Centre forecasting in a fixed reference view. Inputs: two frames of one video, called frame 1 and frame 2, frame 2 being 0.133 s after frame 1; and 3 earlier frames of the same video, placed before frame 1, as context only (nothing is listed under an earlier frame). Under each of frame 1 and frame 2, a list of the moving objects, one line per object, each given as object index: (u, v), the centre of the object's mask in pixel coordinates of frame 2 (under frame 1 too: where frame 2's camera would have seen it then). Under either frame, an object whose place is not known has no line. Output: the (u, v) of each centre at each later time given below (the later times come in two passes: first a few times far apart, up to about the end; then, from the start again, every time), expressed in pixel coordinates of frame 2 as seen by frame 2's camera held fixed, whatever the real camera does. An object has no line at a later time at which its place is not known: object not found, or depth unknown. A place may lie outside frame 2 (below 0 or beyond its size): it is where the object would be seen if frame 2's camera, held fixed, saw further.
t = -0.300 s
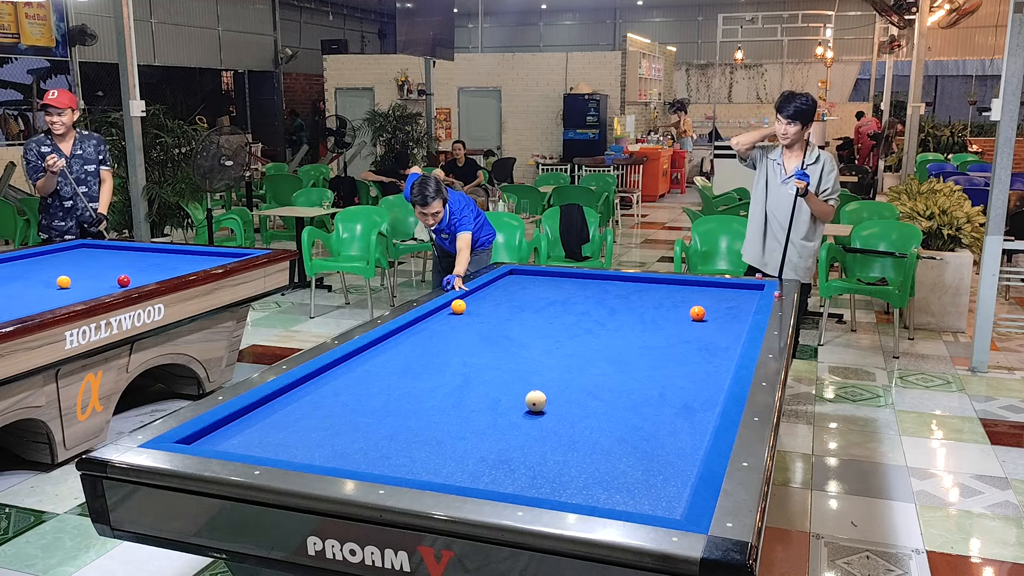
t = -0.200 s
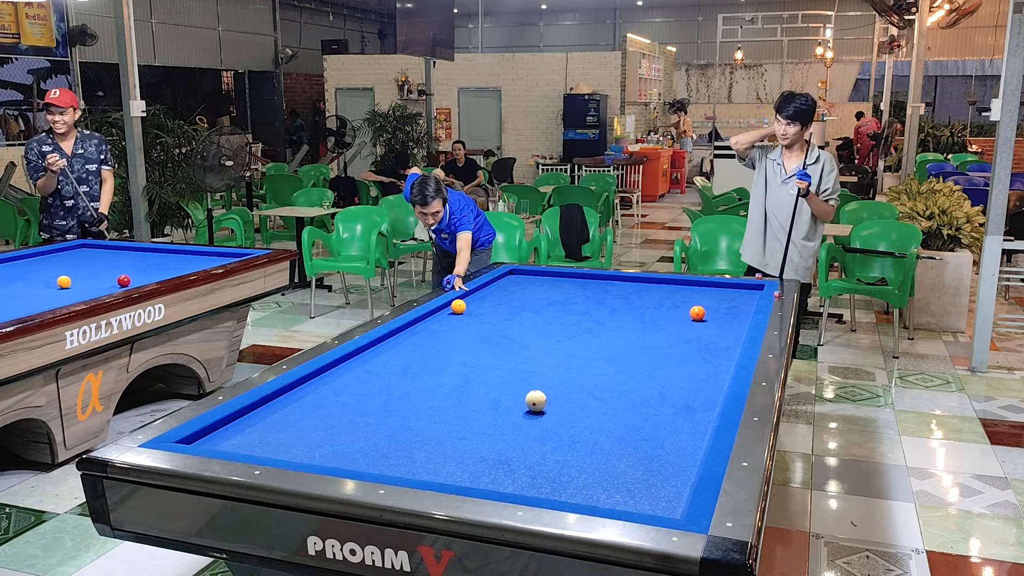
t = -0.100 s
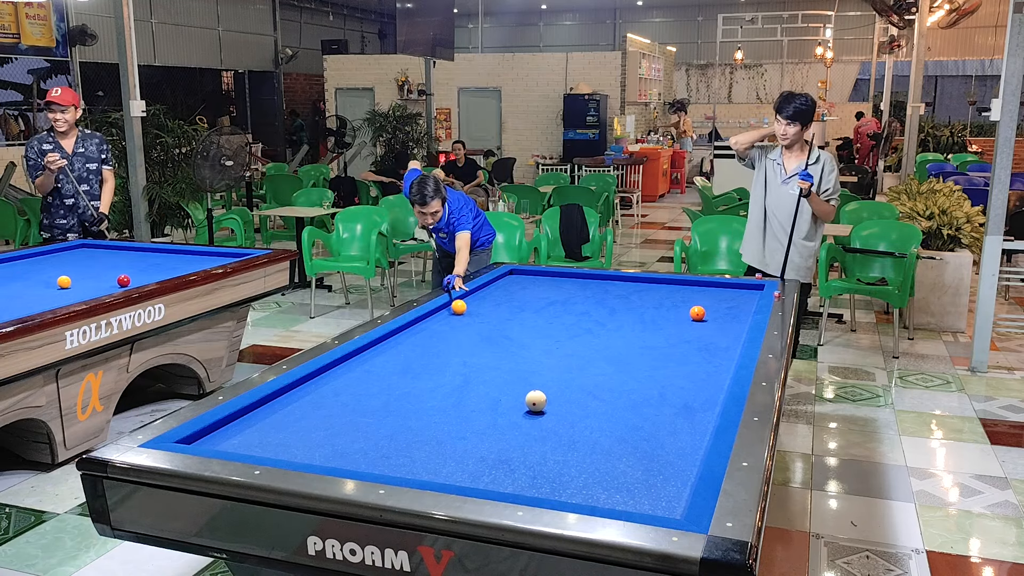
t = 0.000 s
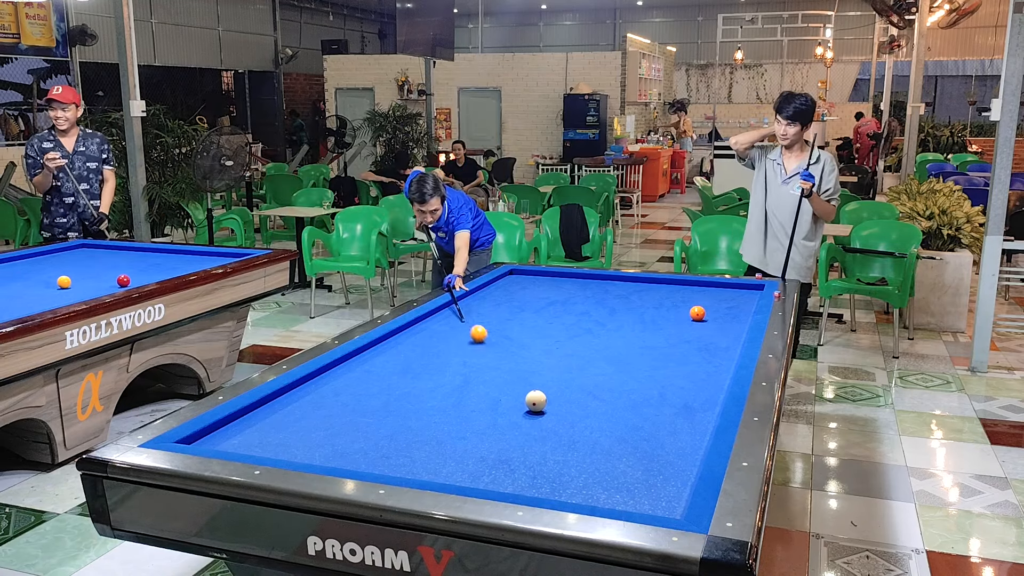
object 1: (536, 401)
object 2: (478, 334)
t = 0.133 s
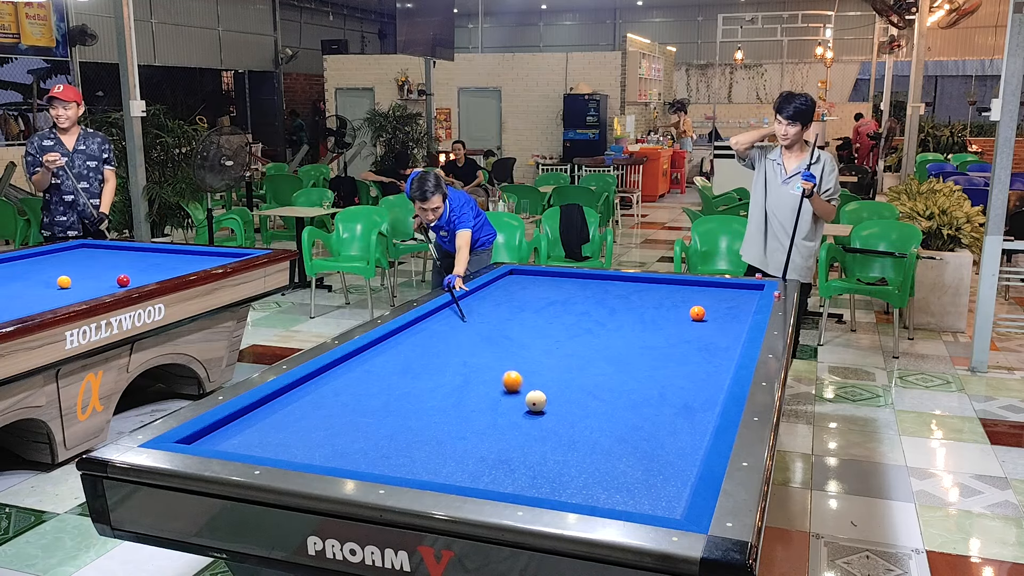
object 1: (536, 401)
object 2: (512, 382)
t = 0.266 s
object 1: (629, 433)
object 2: (468, 412)
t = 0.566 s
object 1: (501, 456)
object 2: (325, 452)
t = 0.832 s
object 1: (325, 454)
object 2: (293, 405)
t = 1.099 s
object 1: (203, 436)
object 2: (346, 380)
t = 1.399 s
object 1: (311, 426)
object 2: (432, 360)
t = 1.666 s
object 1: (391, 417)
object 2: (497, 345)
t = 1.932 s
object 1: (465, 409)
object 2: (554, 331)
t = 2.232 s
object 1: (541, 400)
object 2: (609, 318)
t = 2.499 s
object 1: (605, 393)
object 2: (654, 308)
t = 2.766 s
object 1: (664, 387)
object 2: (693, 298)
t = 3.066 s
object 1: (722, 380)
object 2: (734, 289)
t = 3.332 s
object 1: (699, 371)
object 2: (753, 289)
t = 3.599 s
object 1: (680, 363)
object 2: (732, 293)
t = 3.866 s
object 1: (663, 357)
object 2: (711, 297)
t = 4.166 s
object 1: (646, 349)
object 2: (686, 302)
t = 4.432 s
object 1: (632, 343)
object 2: (664, 306)
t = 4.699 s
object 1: (619, 338)
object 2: (641, 311)
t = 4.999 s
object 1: (606, 333)
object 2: (615, 316)
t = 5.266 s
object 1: (596, 328)
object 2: (591, 318)
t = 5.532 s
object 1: (586, 323)
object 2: (568, 325)
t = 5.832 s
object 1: (577, 320)
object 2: (541, 330)
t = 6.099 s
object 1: (569, 316)
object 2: (517, 334)
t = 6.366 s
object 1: (562, 313)
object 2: (492, 339)
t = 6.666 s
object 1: (555, 310)
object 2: (464, 345)
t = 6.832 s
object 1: (551, 308)
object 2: (448, 348)
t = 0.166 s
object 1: (537, 401)
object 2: (520, 395)
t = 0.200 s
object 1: (566, 411)
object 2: (504, 400)
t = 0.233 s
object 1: (597, 421)
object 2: (486, 406)
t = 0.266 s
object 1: (629, 433)
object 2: (468, 412)
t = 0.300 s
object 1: (663, 445)
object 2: (450, 418)
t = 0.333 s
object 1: (694, 457)
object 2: (432, 425)
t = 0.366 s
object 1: (665, 457)
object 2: (415, 432)
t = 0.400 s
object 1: (635, 457)
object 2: (397, 439)
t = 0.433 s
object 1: (606, 456)
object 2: (379, 446)
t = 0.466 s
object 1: (578, 456)
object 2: (360, 453)
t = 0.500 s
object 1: (551, 456)
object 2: (341, 458)
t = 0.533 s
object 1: (526, 456)
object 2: (329, 458)
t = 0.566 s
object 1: (501, 456)
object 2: (325, 452)
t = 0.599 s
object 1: (477, 456)
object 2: (322, 445)
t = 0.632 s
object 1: (455, 456)
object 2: (318, 437)
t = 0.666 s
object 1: (432, 456)
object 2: (315, 431)
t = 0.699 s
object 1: (411, 456)
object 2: (311, 425)
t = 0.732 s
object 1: (389, 456)
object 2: (307, 419)
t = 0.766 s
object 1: (368, 456)
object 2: (302, 414)
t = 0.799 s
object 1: (347, 456)
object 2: (298, 409)
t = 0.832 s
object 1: (325, 454)
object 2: (293, 405)
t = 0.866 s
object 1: (304, 453)
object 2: (288, 400)
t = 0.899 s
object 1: (282, 452)
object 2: (284, 396)
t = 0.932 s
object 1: (267, 450)
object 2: (286, 393)
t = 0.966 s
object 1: (254, 447)
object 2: (300, 390)
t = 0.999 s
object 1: (241, 444)
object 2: (313, 388)
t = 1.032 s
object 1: (229, 441)
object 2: (325, 385)
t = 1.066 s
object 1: (216, 438)
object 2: (336, 383)
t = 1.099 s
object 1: (203, 436)
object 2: (346, 380)
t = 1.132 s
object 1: (213, 435)
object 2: (357, 378)
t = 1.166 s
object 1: (228, 434)
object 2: (367, 375)
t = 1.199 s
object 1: (243, 433)
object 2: (377, 373)
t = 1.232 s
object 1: (256, 432)
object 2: (387, 371)
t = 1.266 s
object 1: (268, 431)
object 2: (396, 368)
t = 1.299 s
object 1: (280, 430)
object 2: (405, 366)
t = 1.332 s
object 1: (290, 429)
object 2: (414, 364)
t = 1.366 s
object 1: (301, 428)
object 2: (423, 362)
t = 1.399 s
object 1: (311, 426)
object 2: (432, 360)
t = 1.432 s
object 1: (322, 425)
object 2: (441, 358)
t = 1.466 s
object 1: (332, 424)
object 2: (449, 356)
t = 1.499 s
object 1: (342, 423)
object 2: (458, 354)
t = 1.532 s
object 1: (352, 422)
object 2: (466, 352)
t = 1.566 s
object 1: (362, 421)
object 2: (474, 350)
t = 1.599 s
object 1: (372, 420)
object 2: (482, 348)
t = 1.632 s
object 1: (382, 419)
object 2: (489, 346)
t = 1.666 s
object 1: (391, 417)
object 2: (497, 345)
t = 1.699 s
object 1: (401, 416)
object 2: (504, 343)
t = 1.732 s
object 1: (410, 415)
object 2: (512, 341)
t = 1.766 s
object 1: (419, 414)
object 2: (519, 339)
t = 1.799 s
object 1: (429, 413)
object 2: (526, 338)
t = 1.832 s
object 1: (438, 412)
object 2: (533, 336)
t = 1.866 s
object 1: (447, 411)
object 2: (540, 335)
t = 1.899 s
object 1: (456, 410)
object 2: (547, 333)
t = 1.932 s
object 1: (465, 409)
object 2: (554, 331)
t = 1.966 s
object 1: (473, 408)
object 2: (560, 330)
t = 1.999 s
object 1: (482, 407)
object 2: (567, 328)
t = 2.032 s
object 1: (491, 406)
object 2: (573, 327)
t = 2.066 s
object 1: (500, 405)
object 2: (579, 325)
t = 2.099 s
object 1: (508, 404)
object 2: (586, 324)
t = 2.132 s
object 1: (517, 403)
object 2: (592, 322)
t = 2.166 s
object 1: (525, 402)
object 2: (598, 321)
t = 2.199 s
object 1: (533, 401)
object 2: (604, 320)
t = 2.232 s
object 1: (541, 400)
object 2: (609, 318)
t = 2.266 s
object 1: (550, 399)
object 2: (615, 317)
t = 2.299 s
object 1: (558, 398)
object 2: (621, 315)
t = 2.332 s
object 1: (566, 397)
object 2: (627, 314)
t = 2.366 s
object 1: (573, 397)
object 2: (632, 313)
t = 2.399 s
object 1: (581, 396)
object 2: (638, 311)
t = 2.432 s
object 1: (589, 395)
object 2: (643, 310)
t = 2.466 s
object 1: (597, 394)
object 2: (649, 309)
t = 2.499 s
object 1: (605, 393)
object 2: (654, 308)
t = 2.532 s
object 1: (612, 392)
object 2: (659, 307)
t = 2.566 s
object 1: (620, 392)
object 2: (664, 305)
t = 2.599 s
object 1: (627, 391)
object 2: (669, 304)
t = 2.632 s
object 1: (635, 390)
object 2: (674, 303)
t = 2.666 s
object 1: (642, 389)
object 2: (679, 302)
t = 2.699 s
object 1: (649, 388)
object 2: (684, 300)
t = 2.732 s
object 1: (657, 387)
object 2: (689, 299)
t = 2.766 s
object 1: (664, 387)
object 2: (693, 298)
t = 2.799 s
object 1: (671, 386)
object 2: (698, 298)
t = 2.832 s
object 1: (678, 385)
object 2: (703, 296)
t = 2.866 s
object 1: (685, 384)
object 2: (708, 295)
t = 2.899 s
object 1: (693, 383)
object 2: (712, 294)
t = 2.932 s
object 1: (699, 383)
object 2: (716, 293)
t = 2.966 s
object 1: (706, 382)
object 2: (721, 292)
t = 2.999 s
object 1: (713, 381)
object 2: (725, 291)
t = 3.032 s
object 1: (720, 381)
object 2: (729, 290)
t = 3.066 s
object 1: (722, 380)
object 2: (734, 289)
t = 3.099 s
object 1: (718, 379)
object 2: (738, 288)
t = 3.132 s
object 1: (714, 378)
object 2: (742, 287)
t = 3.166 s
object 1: (712, 377)
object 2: (746, 286)
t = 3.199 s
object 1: (709, 376)
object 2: (750, 285)
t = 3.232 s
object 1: (706, 374)
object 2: (754, 286)
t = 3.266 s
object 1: (704, 373)
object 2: (757, 287)
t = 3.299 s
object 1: (701, 373)
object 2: (756, 288)
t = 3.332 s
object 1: (699, 371)
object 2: (753, 289)
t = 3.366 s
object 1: (696, 370)
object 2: (750, 289)
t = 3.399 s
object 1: (694, 369)
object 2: (748, 290)
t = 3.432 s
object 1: (692, 368)
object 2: (745, 290)
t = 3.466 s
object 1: (689, 367)
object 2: (743, 291)
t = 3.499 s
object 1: (687, 366)
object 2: (740, 291)
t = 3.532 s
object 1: (685, 365)
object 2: (737, 292)
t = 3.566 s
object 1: (683, 365)
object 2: (735, 292)
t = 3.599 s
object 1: (680, 363)
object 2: (732, 293)
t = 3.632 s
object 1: (678, 363)
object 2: (729, 294)
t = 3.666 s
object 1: (676, 362)
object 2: (727, 294)
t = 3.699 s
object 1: (674, 361)
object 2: (724, 295)
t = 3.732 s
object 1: (671, 360)
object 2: (721, 295)
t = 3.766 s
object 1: (669, 359)
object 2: (719, 296)
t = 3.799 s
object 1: (667, 358)
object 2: (716, 296)
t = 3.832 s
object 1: (665, 358)
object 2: (713, 297)
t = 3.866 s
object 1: (663, 357)
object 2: (711, 297)
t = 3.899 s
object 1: (661, 356)
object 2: (708, 298)
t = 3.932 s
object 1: (659, 355)
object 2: (705, 298)
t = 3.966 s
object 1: (657, 354)
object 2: (702, 299)
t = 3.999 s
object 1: (655, 353)
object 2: (700, 299)
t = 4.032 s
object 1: (653, 352)
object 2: (697, 299)
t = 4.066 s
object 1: (651, 352)
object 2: (694, 300)
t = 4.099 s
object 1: (650, 351)
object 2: (691, 300)
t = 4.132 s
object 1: (648, 350)
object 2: (688, 301)
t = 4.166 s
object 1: (646, 349)
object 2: (686, 302)
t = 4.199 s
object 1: (644, 349)
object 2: (683, 302)
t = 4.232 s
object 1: (642, 348)
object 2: (680, 303)
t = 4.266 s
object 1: (641, 347)
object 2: (678, 304)
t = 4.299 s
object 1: (639, 347)
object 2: (675, 304)
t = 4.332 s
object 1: (637, 346)
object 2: (672, 305)
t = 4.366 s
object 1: (635, 345)
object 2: (669, 305)
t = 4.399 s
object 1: (634, 344)
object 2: (666, 306)
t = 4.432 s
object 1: (632, 343)
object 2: (664, 306)
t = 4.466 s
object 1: (631, 343)
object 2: (661, 307)
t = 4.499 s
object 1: (629, 342)
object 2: (658, 308)
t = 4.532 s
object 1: (627, 341)
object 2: (655, 308)
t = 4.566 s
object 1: (625, 341)
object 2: (652, 309)
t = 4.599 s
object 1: (624, 340)
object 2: (650, 309)
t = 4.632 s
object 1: (623, 339)
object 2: (647, 310)
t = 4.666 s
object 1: (621, 339)
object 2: (644, 310)
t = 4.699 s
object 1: (619, 338)
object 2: (641, 311)
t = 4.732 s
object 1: (618, 337)
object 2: (638, 311)
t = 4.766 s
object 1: (616, 337)
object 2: (635, 312)
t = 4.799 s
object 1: (615, 336)
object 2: (632, 312)
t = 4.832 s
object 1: (614, 335)
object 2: (630, 313)
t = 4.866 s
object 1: (612, 335)
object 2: (627, 314)
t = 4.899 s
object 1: (610, 334)
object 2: (623, 314)
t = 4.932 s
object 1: (609, 334)
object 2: (621, 314)
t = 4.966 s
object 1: (608, 333)
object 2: (618, 315)
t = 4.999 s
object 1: (606, 333)
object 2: (615, 316)
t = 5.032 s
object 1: (605, 332)
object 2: (612, 316)
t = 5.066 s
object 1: (604, 331)
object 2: (609, 317)
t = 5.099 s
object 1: (602, 331)
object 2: (606, 317)
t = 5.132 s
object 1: (601, 330)
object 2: (604, 317)
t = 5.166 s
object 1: (600, 329)
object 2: (601, 317)
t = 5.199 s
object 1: (598, 329)
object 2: (597, 317)
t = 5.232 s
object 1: (597, 329)
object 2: (594, 317)
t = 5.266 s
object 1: (596, 328)
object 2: (591, 318)
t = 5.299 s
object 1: (595, 328)
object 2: (587, 319)
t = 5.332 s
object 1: (594, 327)
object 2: (584, 320)
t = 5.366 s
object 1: (592, 326)
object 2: (581, 321)
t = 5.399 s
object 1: (591, 326)
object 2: (579, 322)
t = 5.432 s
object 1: (590, 325)
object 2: (576, 323)
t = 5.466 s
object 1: (589, 325)
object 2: (574, 324)
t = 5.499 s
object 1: (588, 324)
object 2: (571, 324)
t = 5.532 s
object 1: (586, 323)
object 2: (568, 325)
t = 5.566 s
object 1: (585, 323)
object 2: (565, 325)
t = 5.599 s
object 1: (584, 323)
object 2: (562, 326)
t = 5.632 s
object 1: (583, 322)
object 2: (559, 326)
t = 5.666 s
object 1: (582, 322)
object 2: (556, 327)
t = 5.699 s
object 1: (581, 321)
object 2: (553, 328)
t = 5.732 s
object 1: (580, 321)
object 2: (550, 328)
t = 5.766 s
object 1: (579, 321)
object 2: (547, 329)
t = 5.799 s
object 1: (578, 320)
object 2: (544, 329)
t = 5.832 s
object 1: (577, 320)
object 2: (541, 330)
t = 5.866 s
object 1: (576, 319)
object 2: (538, 330)
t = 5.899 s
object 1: (575, 319)
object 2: (535, 331)
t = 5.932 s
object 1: (574, 318)
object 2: (532, 332)
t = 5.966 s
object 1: (573, 318)
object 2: (529, 332)
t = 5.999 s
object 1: (572, 317)
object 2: (526, 333)
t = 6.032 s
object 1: (571, 317)
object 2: (523, 333)
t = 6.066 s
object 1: (570, 317)
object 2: (520, 334)
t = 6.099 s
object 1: (569, 316)
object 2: (517, 334)
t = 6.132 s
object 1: (568, 316)
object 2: (513, 335)
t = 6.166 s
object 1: (567, 315)
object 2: (510, 336)
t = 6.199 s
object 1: (566, 315)
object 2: (507, 337)
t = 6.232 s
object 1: (565, 315)
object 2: (504, 337)
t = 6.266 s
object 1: (565, 314)
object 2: (501, 338)
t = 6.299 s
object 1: (564, 314)
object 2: (498, 338)
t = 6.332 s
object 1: (563, 313)
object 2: (495, 339)
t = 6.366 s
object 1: (562, 313)
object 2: (492, 339)
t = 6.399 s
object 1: (561, 313)
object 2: (489, 340)
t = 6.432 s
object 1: (560, 312)
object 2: (486, 341)
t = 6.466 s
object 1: (559, 312)
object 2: (482, 341)
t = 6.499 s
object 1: (559, 311)
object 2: (479, 342)
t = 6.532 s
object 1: (558, 311)
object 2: (476, 342)
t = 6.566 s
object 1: (557, 311)
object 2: (473, 343)
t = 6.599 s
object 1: (556, 310)
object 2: (470, 344)
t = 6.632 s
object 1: (555, 310)
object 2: (467, 344)
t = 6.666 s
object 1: (555, 310)
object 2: (464, 345)
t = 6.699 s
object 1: (554, 309)
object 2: (461, 346)
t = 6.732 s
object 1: (553, 309)
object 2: (458, 346)
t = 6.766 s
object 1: (552, 309)
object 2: (454, 347)
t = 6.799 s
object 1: (552, 308)
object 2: (451, 347)
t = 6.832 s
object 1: (551, 308)
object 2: (448, 348)
